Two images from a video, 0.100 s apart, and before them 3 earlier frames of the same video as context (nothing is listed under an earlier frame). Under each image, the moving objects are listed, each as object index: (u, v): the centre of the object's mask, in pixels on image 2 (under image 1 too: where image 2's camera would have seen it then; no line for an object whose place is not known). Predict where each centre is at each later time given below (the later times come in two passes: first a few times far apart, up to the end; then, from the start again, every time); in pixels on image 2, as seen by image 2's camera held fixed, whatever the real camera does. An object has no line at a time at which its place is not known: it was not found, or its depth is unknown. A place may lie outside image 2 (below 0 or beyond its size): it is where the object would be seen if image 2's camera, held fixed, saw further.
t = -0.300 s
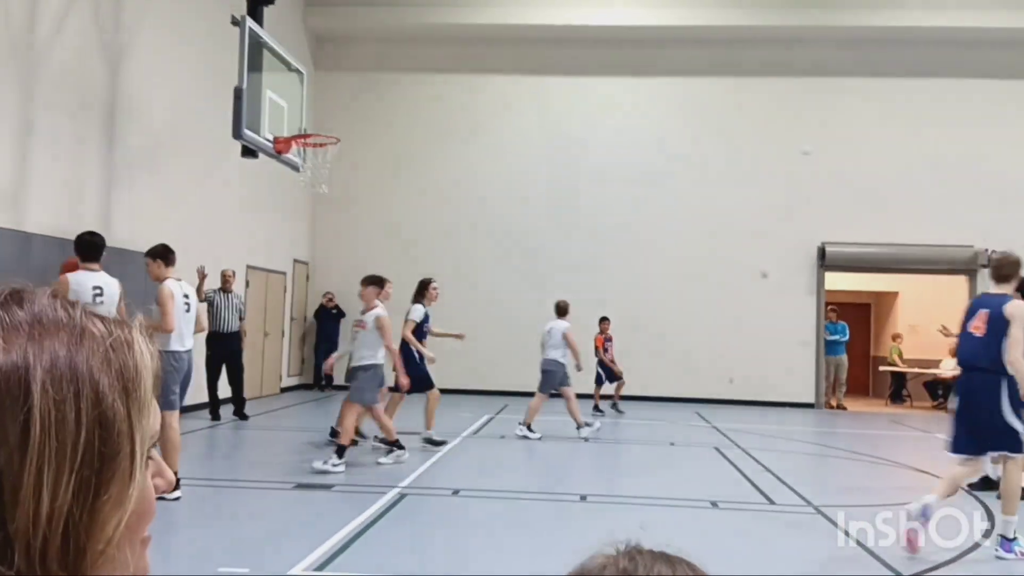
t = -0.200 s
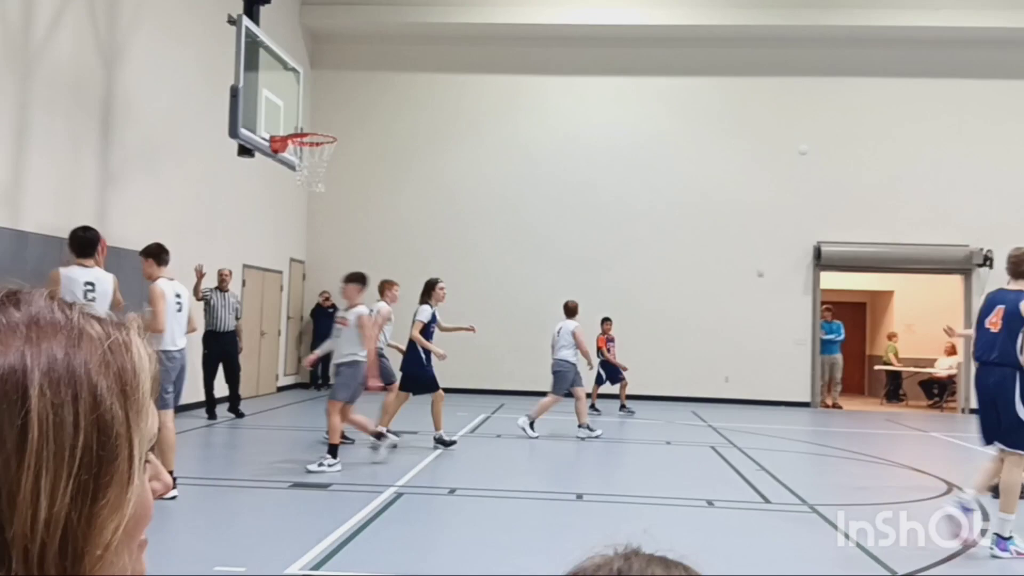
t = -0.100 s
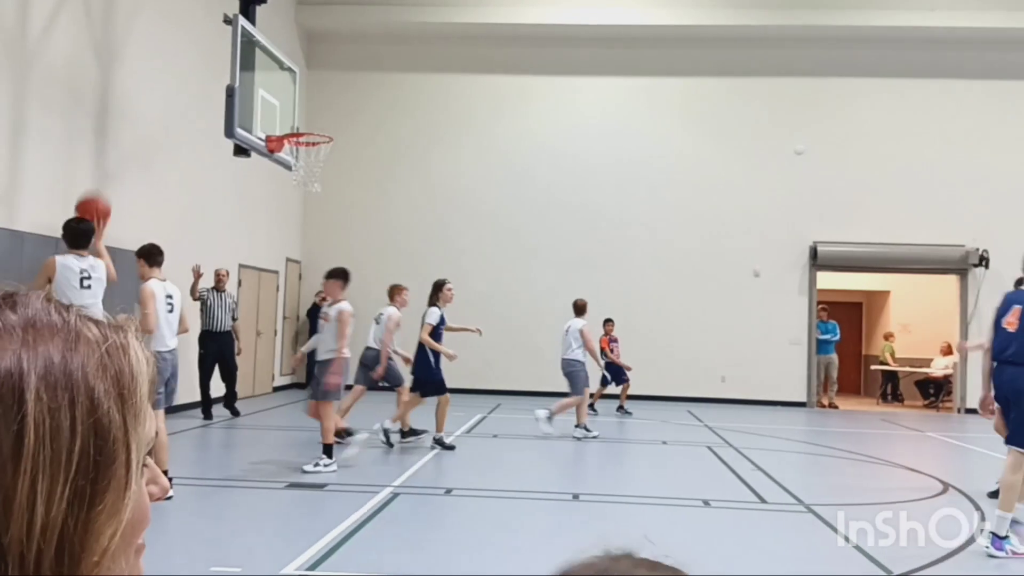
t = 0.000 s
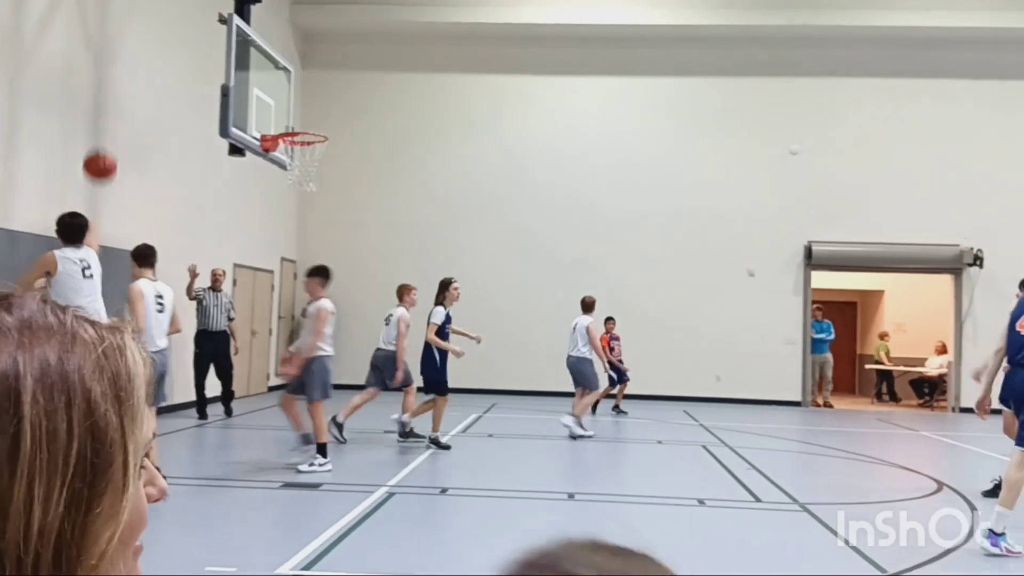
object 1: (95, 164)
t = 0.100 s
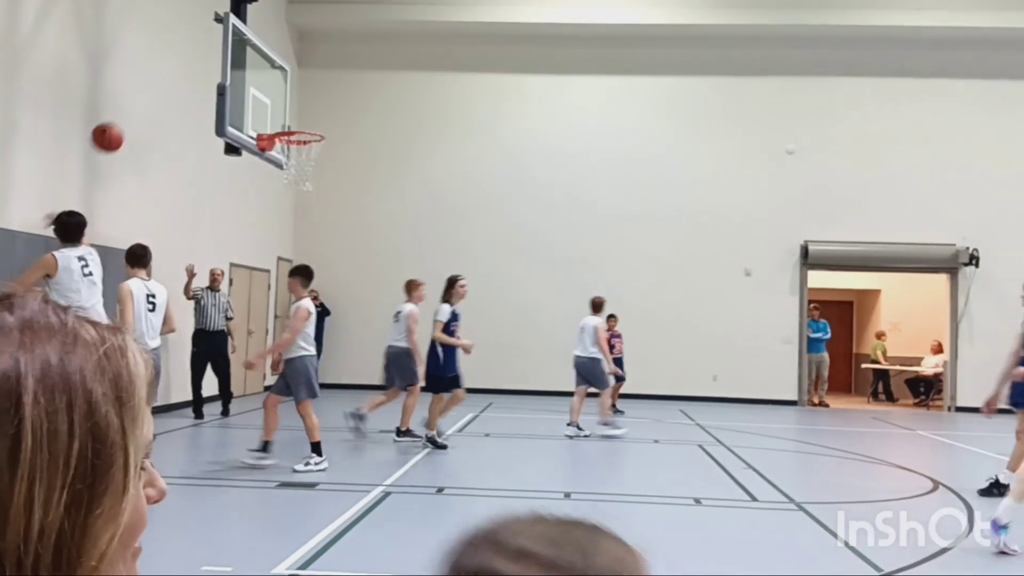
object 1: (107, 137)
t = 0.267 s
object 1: (122, 123)
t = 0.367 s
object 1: (129, 130)
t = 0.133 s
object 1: (111, 131)
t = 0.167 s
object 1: (114, 128)
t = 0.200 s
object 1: (117, 125)
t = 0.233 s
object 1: (119, 124)
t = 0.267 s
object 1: (122, 123)
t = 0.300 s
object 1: (124, 124)
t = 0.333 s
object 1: (127, 127)
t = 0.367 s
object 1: (129, 130)
